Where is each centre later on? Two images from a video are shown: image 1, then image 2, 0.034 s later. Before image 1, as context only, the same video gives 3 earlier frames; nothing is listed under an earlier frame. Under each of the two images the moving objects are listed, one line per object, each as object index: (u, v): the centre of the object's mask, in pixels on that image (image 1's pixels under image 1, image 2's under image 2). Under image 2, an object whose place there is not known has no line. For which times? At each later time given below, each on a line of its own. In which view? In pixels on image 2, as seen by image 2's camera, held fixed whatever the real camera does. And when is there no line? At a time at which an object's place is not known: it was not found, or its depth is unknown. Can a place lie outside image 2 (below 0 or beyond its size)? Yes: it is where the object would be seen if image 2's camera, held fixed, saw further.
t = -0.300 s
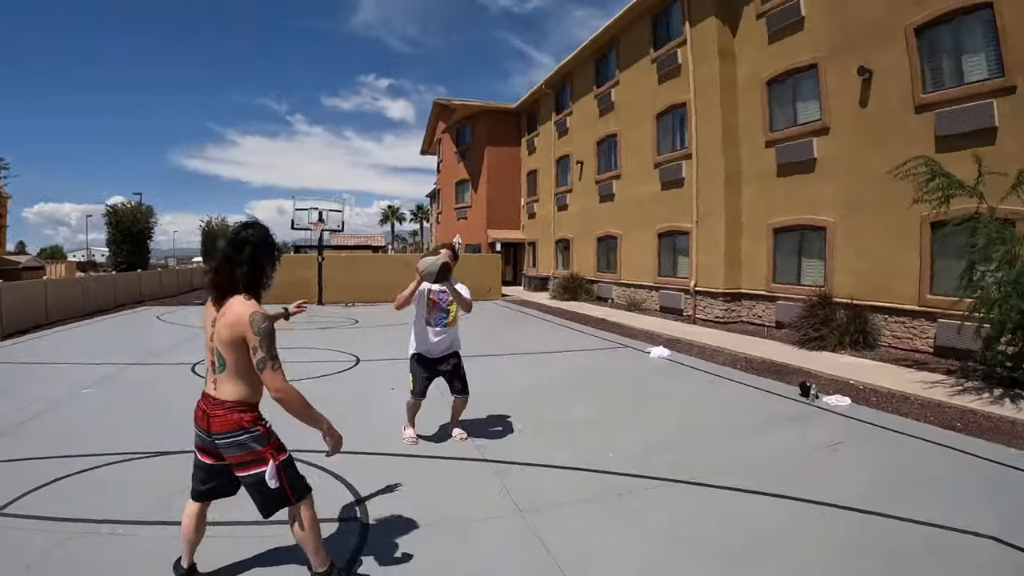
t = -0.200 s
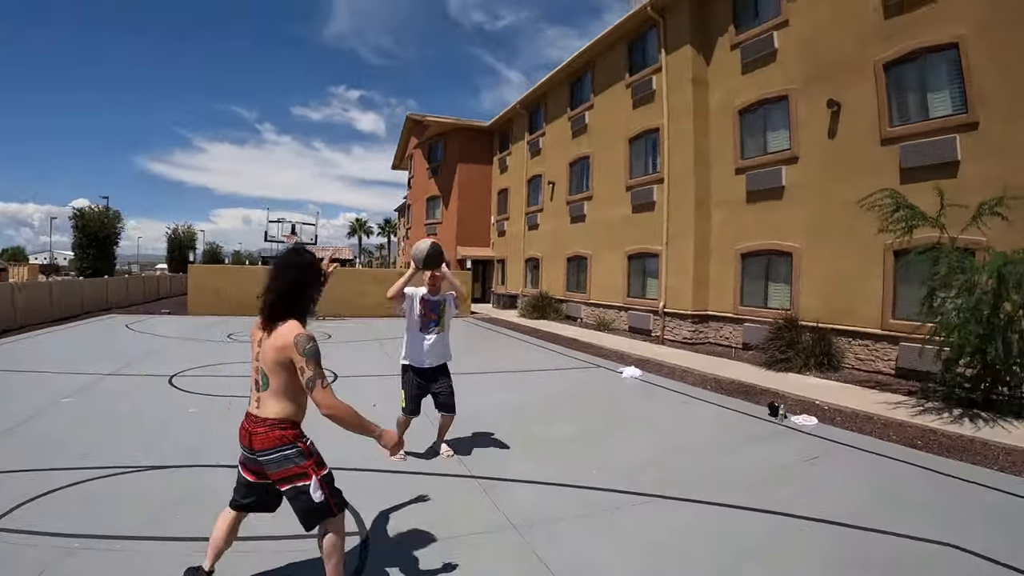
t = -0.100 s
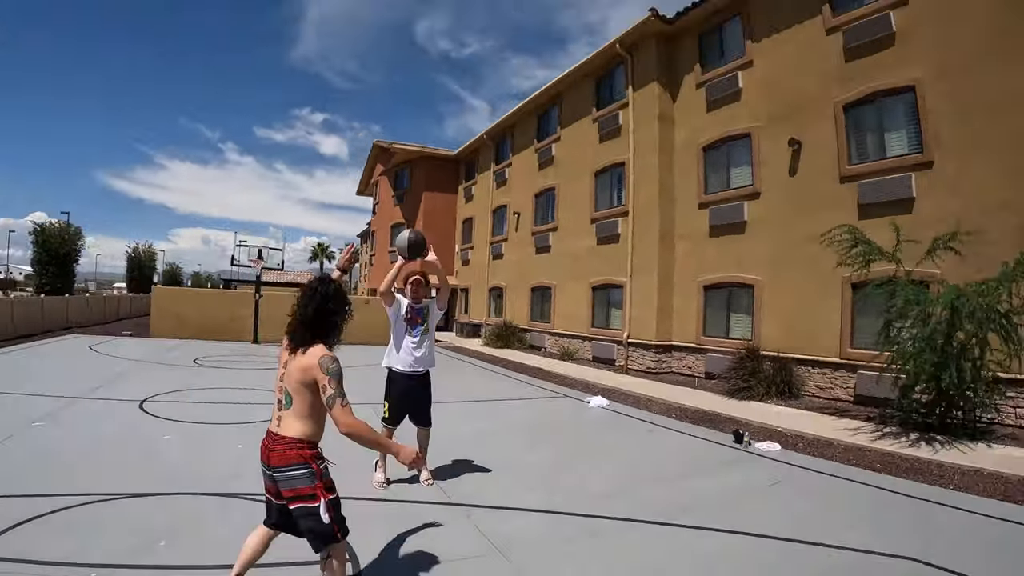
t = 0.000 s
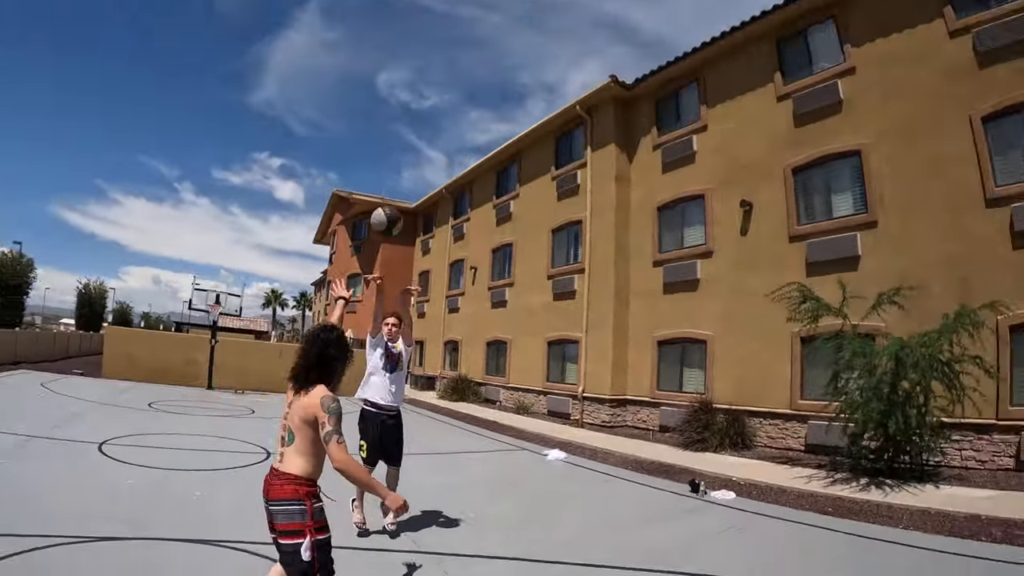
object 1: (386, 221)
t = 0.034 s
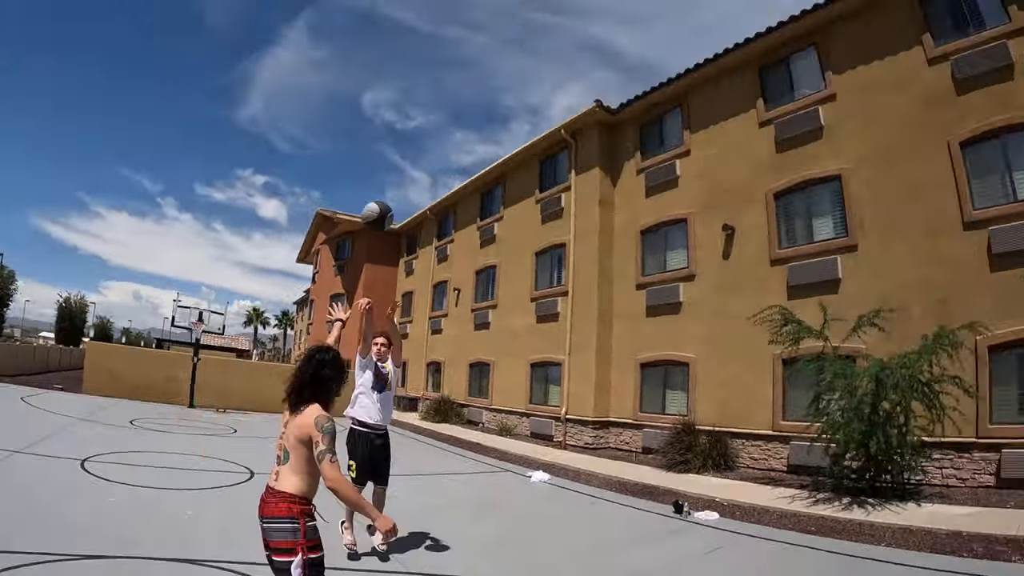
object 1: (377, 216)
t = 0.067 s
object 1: (377, 196)
